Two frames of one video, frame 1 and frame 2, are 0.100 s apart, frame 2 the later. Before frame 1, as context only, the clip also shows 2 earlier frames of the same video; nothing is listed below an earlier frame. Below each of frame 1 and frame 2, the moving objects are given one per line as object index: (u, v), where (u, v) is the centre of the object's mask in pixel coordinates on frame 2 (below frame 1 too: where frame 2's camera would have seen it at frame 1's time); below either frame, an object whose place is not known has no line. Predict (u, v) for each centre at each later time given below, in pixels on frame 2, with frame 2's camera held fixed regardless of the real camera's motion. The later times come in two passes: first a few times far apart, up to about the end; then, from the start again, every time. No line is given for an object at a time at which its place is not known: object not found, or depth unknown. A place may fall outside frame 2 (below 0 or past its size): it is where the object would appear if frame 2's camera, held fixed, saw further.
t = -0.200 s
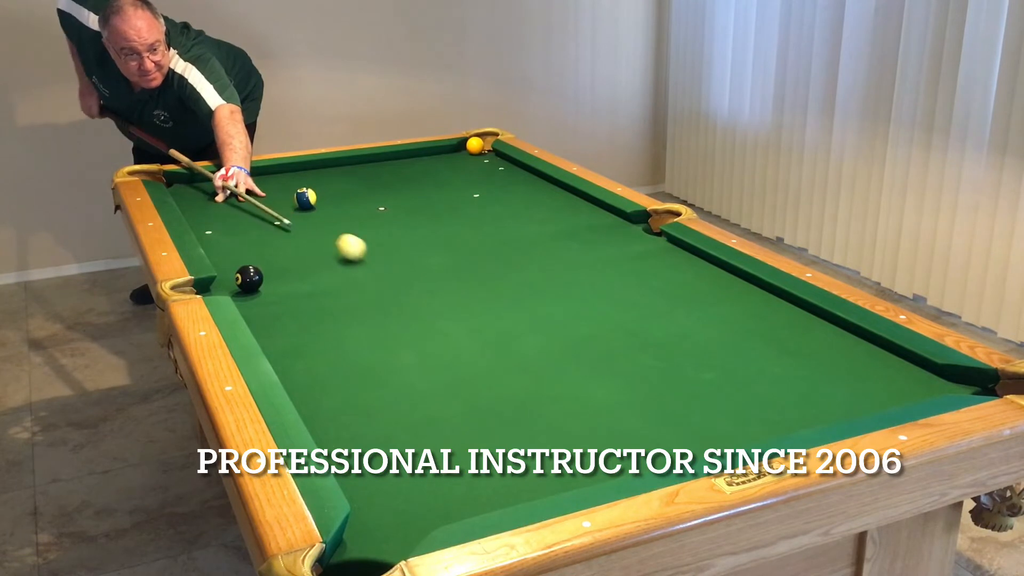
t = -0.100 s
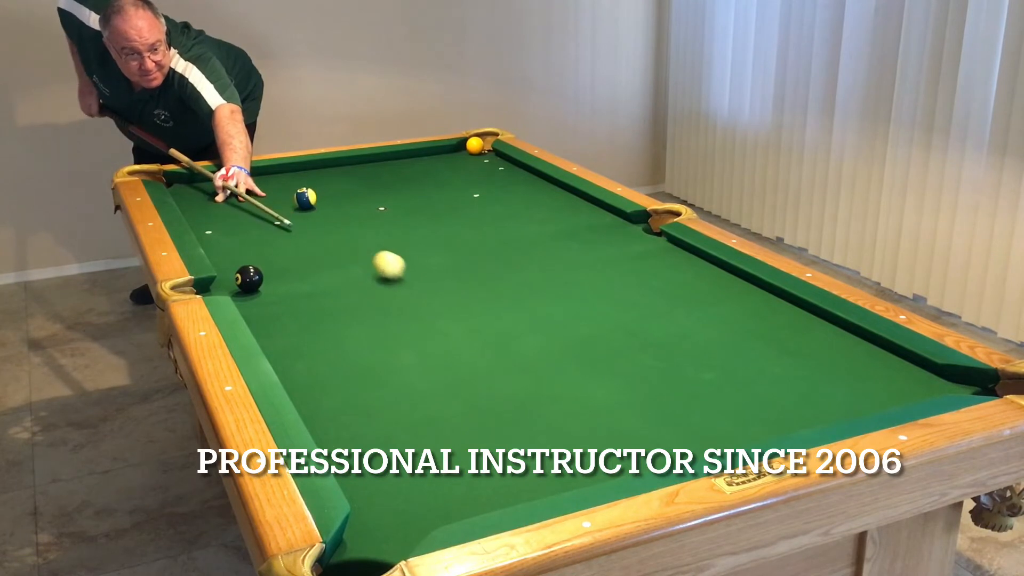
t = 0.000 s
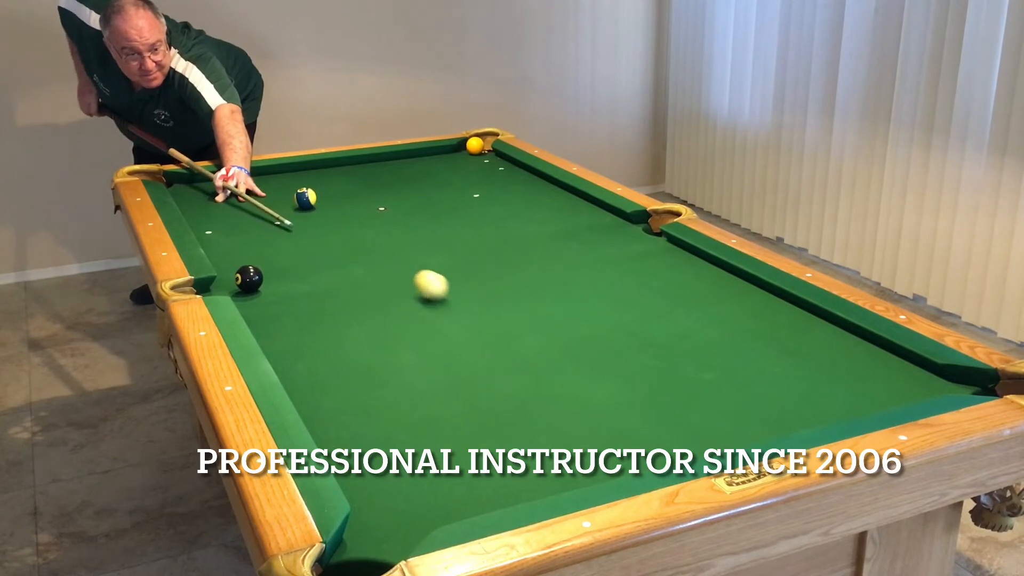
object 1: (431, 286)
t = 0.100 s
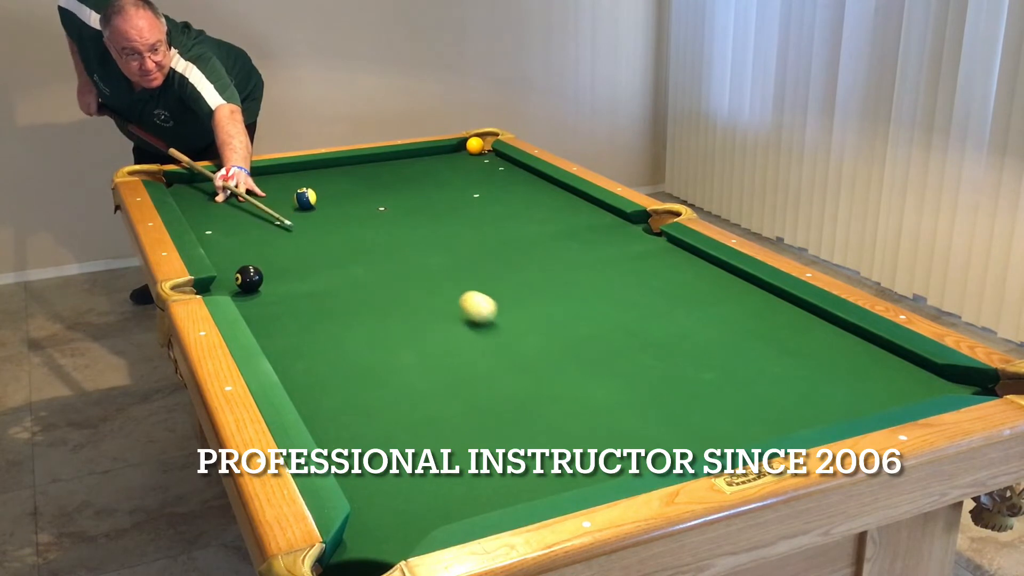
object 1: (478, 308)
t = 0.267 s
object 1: (569, 351)
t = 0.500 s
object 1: (734, 426)
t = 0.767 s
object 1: (686, 368)
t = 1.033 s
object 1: (643, 318)
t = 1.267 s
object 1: (613, 284)
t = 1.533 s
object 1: (585, 251)
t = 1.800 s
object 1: (561, 225)
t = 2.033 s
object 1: (545, 205)
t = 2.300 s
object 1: (527, 186)
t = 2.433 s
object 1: (520, 177)
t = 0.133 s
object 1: (495, 316)
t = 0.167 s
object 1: (513, 324)
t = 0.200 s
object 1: (531, 332)
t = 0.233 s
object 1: (550, 341)
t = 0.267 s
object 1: (569, 351)
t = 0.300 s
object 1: (590, 360)
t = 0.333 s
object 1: (612, 370)
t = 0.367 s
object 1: (634, 381)
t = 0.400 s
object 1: (658, 392)
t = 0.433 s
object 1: (682, 403)
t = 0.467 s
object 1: (708, 415)
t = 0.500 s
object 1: (734, 426)
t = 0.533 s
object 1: (747, 428)
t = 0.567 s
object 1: (736, 419)
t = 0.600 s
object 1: (724, 409)
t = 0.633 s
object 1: (714, 399)
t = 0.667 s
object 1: (706, 391)
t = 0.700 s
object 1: (699, 382)
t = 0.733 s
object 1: (692, 375)
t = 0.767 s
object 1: (686, 368)
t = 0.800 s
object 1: (680, 361)
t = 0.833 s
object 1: (674, 354)
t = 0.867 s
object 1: (668, 348)
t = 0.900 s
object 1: (663, 342)
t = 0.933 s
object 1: (658, 335)
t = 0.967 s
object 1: (653, 329)
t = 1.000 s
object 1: (648, 324)
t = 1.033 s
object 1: (643, 318)
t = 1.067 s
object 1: (638, 313)
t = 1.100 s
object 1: (633, 308)
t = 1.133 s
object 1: (629, 302)
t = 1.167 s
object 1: (625, 298)
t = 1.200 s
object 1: (621, 293)
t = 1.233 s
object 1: (617, 288)
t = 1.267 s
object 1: (613, 284)
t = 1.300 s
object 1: (609, 279)
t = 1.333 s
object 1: (605, 275)
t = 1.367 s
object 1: (601, 271)
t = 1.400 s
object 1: (598, 267)
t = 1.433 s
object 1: (595, 263)
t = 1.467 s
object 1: (591, 259)
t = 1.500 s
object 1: (588, 255)
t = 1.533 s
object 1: (585, 251)
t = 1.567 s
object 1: (582, 248)
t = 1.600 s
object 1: (579, 244)
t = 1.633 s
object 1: (576, 241)
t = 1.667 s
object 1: (573, 237)
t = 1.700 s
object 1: (570, 234)
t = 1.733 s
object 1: (567, 231)
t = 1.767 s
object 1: (564, 228)
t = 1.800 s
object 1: (561, 225)
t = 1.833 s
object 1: (559, 222)
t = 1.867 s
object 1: (557, 219)
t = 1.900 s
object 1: (554, 216)
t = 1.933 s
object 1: (551, 213)
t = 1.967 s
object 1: (549, 211)
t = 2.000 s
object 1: (547, 208)
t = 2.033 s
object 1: (545, 205)
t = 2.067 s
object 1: (542, 203)
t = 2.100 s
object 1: (540, 200)
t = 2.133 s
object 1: (538, 198)
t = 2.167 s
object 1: (535, 195)
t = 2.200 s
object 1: (533, 193)
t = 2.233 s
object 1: (531, 191)
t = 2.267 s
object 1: (529, 188)
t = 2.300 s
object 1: (527, 186)
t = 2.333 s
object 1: (526, 184)
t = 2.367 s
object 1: (524, 182)
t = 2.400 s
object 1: (522, 180)
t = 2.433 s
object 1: (520, 177)
